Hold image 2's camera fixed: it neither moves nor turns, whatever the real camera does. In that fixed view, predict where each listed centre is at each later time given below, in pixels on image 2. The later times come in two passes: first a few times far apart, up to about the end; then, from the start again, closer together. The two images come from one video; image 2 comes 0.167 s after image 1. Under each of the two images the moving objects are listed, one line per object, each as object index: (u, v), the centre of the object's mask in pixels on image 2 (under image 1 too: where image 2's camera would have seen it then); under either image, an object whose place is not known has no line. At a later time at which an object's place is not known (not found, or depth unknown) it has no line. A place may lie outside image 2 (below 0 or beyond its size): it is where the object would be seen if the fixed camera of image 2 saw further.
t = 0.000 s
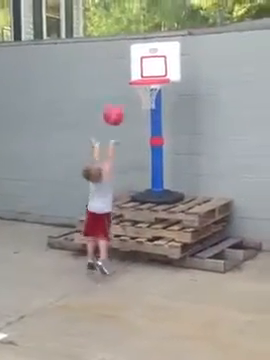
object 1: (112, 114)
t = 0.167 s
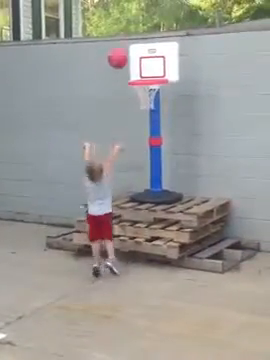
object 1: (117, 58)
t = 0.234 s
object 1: (119, 44)
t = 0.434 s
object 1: (124, 35)
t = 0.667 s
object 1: (130, 73)
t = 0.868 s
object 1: (130, 72)
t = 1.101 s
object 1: (132, 73)
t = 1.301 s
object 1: (144, 73)
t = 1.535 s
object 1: (152, 75)
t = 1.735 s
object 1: (147, 98)
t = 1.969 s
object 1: (141, 163)
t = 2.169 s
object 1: (122, 172)
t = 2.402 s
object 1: (83, 176)
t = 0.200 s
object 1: (118, 50)
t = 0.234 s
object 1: (119, 44)
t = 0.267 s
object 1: (120, 41)
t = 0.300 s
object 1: (122, 38)
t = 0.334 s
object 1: (123, 36)
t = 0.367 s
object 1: (123, 35)
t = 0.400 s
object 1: (123, 36)
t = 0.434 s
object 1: (124, 35)
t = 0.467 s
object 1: (124, 37)
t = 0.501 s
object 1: (126, 43)
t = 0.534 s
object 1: (128, 47)
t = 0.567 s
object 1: (128, 54)
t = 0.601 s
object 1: (129, 62)
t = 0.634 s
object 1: (130, 70)
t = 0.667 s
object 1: (130, 73)
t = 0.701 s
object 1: (130, 71)
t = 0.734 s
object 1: (130, 69)
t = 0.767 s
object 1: (130, 68)
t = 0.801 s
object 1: (130, 68)
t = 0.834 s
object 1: (130, 69)
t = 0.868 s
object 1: (130, 72)
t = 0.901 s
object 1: (130, 72)
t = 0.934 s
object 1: (130, 72)
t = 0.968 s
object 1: (130, 72)
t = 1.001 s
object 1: (130, 72)
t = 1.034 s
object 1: (131, 72)
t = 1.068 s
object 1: (131, 73)
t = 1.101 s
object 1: (132, 73)
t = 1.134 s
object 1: (134, 73)
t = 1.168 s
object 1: (135, 73)
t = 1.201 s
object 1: (136, 73)
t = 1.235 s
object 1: (139, 73)
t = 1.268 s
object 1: (142, 74)
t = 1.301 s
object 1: (144, 73)
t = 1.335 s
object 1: (147, 74)
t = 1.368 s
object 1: (149, 75)
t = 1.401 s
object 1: (151, 75)
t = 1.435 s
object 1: (151, 75)
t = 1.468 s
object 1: (151, 75)
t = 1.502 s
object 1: (152, 75)
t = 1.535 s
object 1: (152, 75)
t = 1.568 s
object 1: (151, 75)
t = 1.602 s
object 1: (150, 81)
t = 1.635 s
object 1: (150, 83)
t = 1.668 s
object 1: (149, 91)
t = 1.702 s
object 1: (149, 94)
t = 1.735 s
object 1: (147, 98)
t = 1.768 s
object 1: (146, 104)
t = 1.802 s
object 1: (146, 111)
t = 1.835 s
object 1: (144, 119)
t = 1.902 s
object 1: (144, 139)
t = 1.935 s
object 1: (142, 150)
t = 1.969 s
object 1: (141, 163)
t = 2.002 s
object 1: (141, 176)
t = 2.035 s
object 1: (139, 190)
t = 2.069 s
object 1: (136, 187)
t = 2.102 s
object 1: (132, 181)
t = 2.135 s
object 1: (126, 177)
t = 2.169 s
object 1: (122, 172)
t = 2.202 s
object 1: (116, 169)
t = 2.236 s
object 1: (111, 167)
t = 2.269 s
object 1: (106, 167)
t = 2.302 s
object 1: (100, 167)
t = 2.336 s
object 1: (95, 169)
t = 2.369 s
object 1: (88, 173)
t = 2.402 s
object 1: (83, 176)
